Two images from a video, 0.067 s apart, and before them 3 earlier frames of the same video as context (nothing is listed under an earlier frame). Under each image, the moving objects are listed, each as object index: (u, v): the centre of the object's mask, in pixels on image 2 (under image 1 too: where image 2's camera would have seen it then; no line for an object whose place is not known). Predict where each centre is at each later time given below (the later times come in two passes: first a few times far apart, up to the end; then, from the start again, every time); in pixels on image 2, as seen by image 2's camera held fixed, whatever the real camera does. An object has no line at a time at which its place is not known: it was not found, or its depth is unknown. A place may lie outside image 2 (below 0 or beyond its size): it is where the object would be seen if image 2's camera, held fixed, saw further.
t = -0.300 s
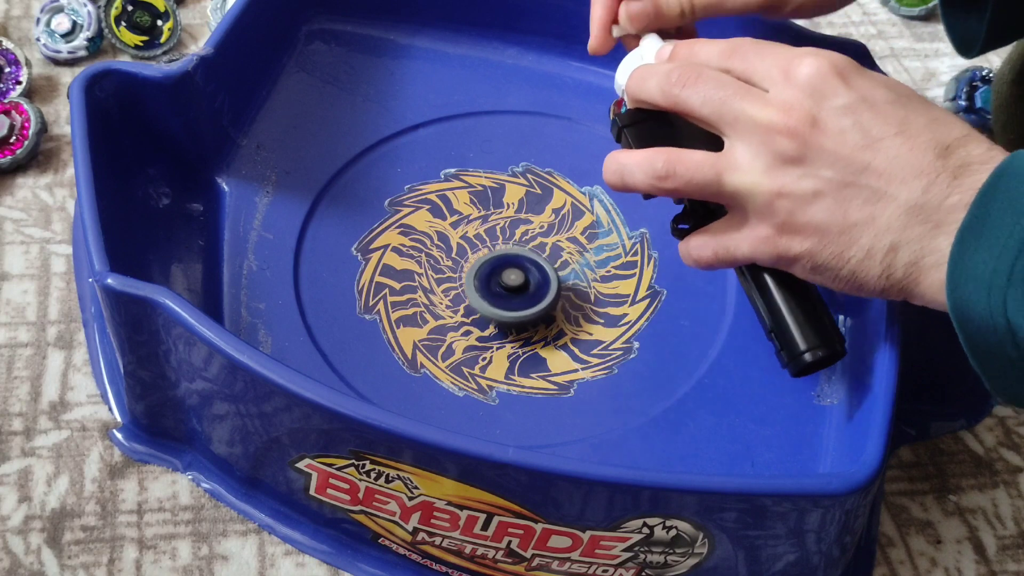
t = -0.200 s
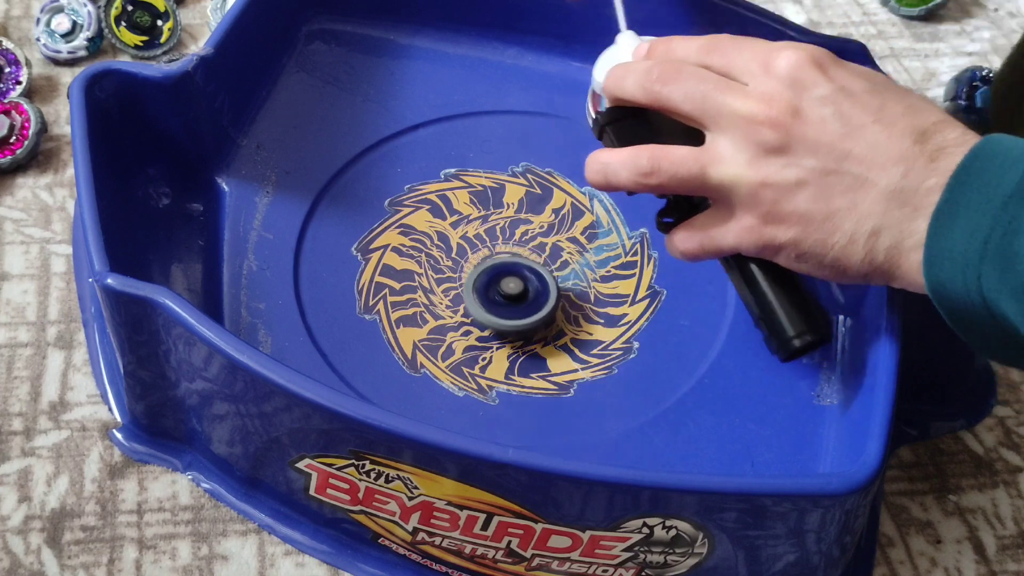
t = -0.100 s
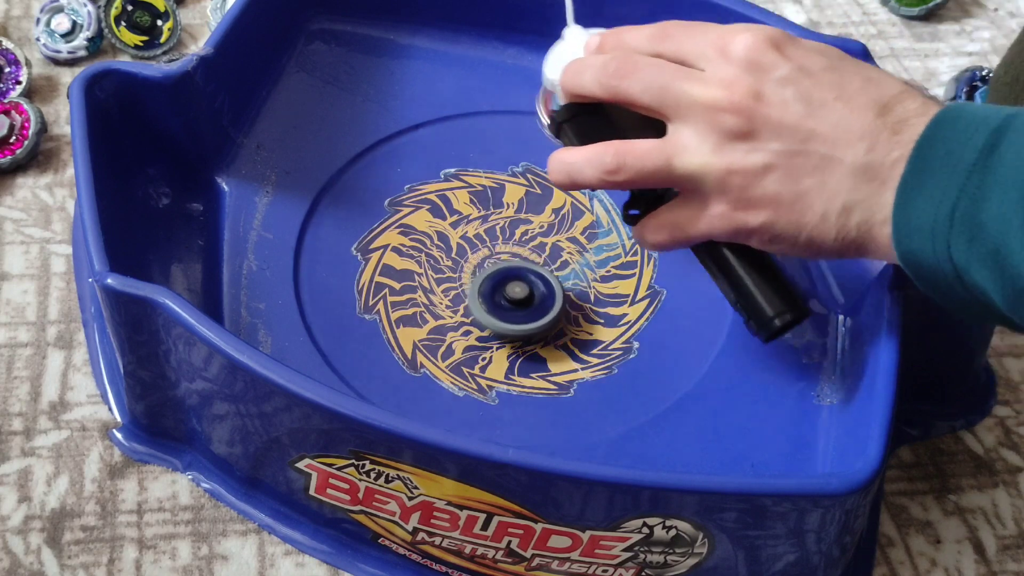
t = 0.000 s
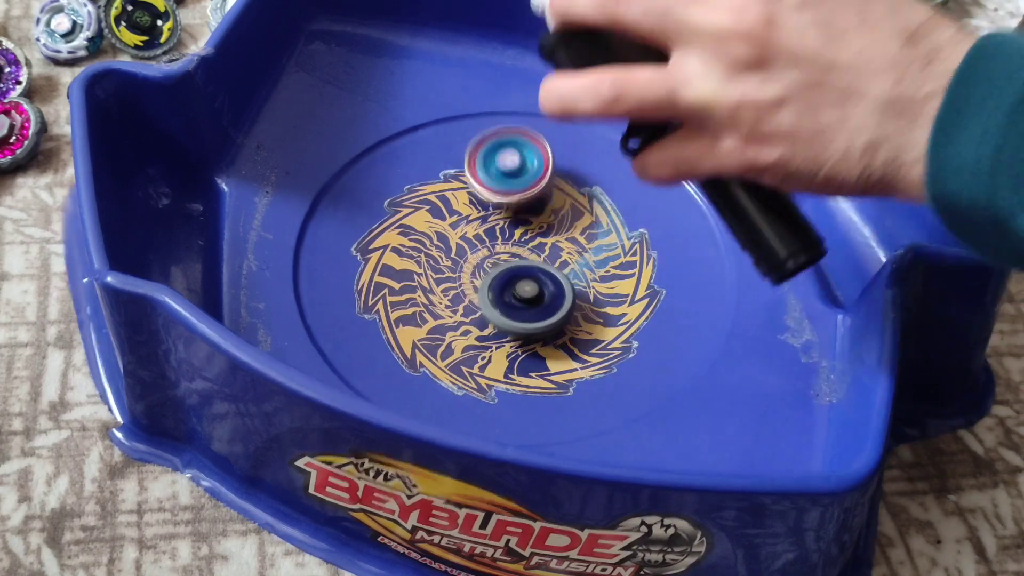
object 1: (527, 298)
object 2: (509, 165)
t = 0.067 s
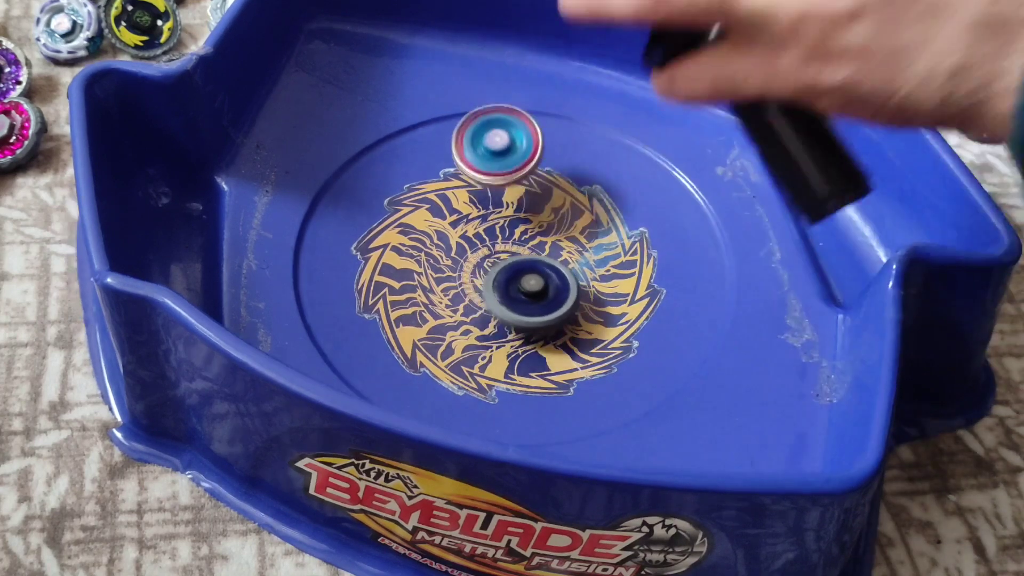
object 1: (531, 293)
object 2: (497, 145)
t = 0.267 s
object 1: (506, 319)
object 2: (514, 177)
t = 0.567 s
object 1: (621, 421)
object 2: (560, 151)
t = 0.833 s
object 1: (683, 296)
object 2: (599, 174)
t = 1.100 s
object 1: (645, 355)
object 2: (497, 94)
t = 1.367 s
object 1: (597, 307)
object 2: (396, 203)
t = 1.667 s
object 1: (701, 298)
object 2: (312, 307)
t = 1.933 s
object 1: (628, 180)
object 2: (410, 378)
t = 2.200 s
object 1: (430, 204)
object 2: (521, 365)
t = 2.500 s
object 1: (406, 373)
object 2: (547, 294)
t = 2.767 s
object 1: (592, 367)
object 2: (530, 251)
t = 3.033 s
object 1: (643, 264)
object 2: (478, 200)
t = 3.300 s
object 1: (592, 187)
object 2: (448, 186)
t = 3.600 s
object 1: (555, 198)
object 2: (390, 209)
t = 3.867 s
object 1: (532, 236)
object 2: (434, 262)
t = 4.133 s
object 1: (611, 215)
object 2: (454, 286)
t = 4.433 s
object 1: (575, 206)
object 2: (508, 282)
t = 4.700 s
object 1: (578, 143)
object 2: (486, 338)
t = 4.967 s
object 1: (482, 181)
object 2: (525, 333)
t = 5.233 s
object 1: (449, 236)
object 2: (574, 343)
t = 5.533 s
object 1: (428, 299)
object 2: (595, 305)
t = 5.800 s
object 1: (507, 350)
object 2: (567, 252)
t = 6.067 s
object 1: (583, 308)
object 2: (535, 239)
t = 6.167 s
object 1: (600, 297)
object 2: (509, 216)
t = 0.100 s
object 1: (531, 289)
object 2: (491, 158)
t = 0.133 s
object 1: (529, 284)
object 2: (487, 174)
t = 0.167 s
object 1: (526, 279)
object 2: (491, 175)
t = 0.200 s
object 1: (522, 277)
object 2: (497, 190)
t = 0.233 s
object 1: (515, 276)
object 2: (505, 197)
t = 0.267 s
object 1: (506, 319)
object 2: (514, 177)
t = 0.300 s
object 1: (500, 359)
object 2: (523, 160)
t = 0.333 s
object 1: (499, 391)
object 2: (531, 149)
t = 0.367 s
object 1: (507, 409)
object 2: (538, 144)
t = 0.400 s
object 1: (520, 413)
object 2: (545, 143)
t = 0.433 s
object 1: (533, 417)
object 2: (550, 144)
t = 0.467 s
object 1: (553, 419)
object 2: (556, 146)
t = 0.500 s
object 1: (574, 422)
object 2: (559, 147)
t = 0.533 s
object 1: (597, 423)
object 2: (559, 148)
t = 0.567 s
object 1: (621, 421)
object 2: (560, 151)
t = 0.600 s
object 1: (642, 414)
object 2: (564, 155)
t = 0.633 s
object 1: (661, 403)
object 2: (570, 158)
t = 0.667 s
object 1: (675, 389)
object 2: (577, 162)
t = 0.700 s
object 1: (683, 374)
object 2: (587, 164)
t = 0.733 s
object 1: (688, 359)
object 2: (592, 167)
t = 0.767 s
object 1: (690, 339)
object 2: (596, 170)
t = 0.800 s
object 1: (689, 317)
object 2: (599, 172)
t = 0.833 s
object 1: (683, 296)
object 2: (599, 174)
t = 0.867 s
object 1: (674, 277)
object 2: (599, 176)
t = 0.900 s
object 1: (659, 258)
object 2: (598, 179)
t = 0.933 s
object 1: (650, 256)
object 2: (593, 173)
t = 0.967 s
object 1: (657, 289)
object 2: (573, 143)
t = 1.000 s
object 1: (659, 315)
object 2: (555, 119)
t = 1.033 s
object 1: (657, 335)
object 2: (538, 102)
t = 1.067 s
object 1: (651, 348)
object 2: (519, 94)
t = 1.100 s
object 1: (645, 355)
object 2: (497, 94)
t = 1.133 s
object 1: (638, 356)
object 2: (479, 100)
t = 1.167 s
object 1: (633, 352)
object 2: (461, 109)
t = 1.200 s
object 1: (630, 345)
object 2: (443, 121)
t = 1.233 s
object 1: (628, 336)
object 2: (428, 135)
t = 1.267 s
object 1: (623, 329)
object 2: (415, 151)
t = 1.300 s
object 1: (616, 322)
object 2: (406, 168)
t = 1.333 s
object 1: (607, 315)
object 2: (400, 185)
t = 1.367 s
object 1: (597, 307)
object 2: (396, 203)
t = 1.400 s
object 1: (584, 301)
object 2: (398, 223)
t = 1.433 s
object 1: (569, 295)
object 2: (401, 241)
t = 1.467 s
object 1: (553, 292)
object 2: (407, 259)
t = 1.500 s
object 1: (536, 292)
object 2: (415, 277)
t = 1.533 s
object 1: (532, 294)
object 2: (418, 291)
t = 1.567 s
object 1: (586, 302)
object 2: (373, 292)
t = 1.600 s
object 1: (635, 304)
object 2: (340, 296)
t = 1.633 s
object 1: (675, 304)
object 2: (320, 301)
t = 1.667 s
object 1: (701, 298)
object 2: (312, 307)
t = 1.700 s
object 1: (718, 288)
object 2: (318, 316)
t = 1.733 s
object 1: (724, 275)
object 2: (331, 325)
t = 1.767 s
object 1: (721, 258)
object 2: (344, 336)
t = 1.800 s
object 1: (712, 239)
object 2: (356, 347)
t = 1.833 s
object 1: (696, 221)
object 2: (370, 358)
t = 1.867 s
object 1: (676, 204)
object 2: (383, 366)
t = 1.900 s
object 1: (653, 190)
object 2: (396, 373)
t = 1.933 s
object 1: (628, 180)
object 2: (410, 378)
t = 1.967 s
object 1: (602, 172)
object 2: (426, 382)
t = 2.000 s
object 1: (577, 168)
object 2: (441, 384)
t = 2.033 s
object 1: (551, 167)
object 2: (456, 384)
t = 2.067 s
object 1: (525, 169)
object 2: (472, 384)
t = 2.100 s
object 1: (499, 173)
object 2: (485, 380)
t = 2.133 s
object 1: (474, 182)
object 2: (499, 376)
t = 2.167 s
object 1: (451, 191)
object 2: (510, 371)
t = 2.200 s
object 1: (430, 204)
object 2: (521, 365)
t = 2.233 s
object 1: (411, 218)
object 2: (527, 358)
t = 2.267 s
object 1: (395, 236)
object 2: (534, 349)
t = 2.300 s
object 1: (383, 254)
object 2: (539, 341)
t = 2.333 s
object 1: (375, 274)
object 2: (544, 333)
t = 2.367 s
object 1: (370, 294)
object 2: (547, 324)
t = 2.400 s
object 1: (371, 316)
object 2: (548, 315)
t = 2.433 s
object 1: (376, 336)
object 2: (549, 307)
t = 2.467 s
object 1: (388, 357)
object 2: (549, 301)
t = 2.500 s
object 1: (406, 373)
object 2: (547, 294)
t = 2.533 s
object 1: (428, 385)
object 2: (546, 287)
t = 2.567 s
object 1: (454, 394)
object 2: (544, 281)
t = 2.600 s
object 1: (478, 399)
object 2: (541, 274)
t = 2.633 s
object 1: (504, 402)
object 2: (539, 269)
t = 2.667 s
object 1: (529, 399)
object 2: (537, 265)
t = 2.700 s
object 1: (553, 391)
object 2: (534, 260)
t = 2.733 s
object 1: (576, 381)
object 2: (532, 256)
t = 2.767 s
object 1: (592, 367)
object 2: (530, 251)
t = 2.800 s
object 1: (603, 351)
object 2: (527, 248)
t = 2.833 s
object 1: (607, 332)
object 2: (525, 244)
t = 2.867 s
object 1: (608, 314)
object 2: (524, 241)
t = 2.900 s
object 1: (606, 295)
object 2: (521, 236)
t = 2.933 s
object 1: (599, 278)
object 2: (518, 232)
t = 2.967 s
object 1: (614, 271)
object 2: (504, 221)
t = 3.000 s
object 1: (630, 269)
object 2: (488, 209)
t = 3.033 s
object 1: (643, 264)
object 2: (478, 200)
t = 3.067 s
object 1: (651, 257)
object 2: (470, 195)
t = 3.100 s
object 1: (651, 246)
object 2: (465, 193)
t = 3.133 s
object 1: (647, 233)
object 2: (461, 191)
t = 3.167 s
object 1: (641, 220)
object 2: (458, 189)
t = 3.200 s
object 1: (631, 209)
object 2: (455, 189)
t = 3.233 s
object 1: (621, 201)
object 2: (453, 188)
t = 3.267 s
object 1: (608, 193)
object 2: (450, 187)
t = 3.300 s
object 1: (592, 187)
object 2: (448, 186)
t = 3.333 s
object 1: (575, 183)
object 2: (446, 185)
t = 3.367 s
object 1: (557, 182)
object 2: (444, 185)
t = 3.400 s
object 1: (540, 183)
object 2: (443, 186)
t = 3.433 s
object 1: (542, 185)
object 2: (428, 187)
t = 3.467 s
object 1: (556, 188)
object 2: (408, 187)
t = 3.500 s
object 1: (563, 191)
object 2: (395, 190)
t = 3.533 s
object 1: (564, 195)
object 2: (389, 195)
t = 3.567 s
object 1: (560, 196)
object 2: (389, 202)
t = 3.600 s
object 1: (555, 198)
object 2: (390, 209)
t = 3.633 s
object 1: (549, 201)
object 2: (392, 217)
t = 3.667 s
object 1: (543, 204)
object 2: (397, 225)
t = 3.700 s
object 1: (537, 207)
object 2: (402, 232)
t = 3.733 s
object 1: (532, 211)
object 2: (408, 239)
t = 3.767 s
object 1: (528, 217)
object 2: (415, 245)
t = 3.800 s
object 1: (526, 224)
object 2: (423, 250)
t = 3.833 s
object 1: (524, 230)
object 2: (432, 256)
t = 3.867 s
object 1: (532, 236)
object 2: (434, 262)
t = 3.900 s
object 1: (559, 236)
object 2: (423, 269)
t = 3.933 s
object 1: (579, 236)
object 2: (419, 274)
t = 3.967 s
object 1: (590, 234)
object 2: (421, 276)
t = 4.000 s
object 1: (597, 231)
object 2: (425, 279)
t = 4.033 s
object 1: (602, 227)
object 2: (432, 281)
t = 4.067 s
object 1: (607, 224)
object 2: (439, 284)
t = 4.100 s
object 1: (610, 219)
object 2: (447, 285)
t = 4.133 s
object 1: (611, 215)
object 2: (454, 286)
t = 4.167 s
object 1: (612, 211)
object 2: (461, 287)
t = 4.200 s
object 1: (611, 208)
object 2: (467, 287)
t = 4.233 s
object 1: (609, 205)
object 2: (475, 287)
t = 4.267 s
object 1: (604, 202)
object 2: (481, 288)
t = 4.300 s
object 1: (598, 201)
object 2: (488, 287)
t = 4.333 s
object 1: (593, 201)
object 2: (493, 287)
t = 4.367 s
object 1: (588, 201)
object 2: (499, 285)
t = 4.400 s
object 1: (582, 203)
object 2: (504, 284)
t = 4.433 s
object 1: (575, 206)
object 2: (508, 282)
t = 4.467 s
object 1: (570, 210)
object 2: (513, 281)
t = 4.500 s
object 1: (563, 214)
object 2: (519, 280)
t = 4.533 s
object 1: (571, 205)
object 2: (509, 290)
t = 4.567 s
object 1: (587, 182)
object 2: (496, 310)
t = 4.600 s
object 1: (597, 166)
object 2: (485, 324)
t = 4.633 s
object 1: (597, 154)
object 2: (481, 333)
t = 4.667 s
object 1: (591, 148)
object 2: (482, 337)
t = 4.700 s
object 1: (578, 143)
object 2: (486, 338)
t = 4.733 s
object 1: (563, 140)
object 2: (492, 339)
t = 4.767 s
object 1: (548, 141)
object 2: (497, 339)
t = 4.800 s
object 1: (534, 143)
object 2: (502, 339)
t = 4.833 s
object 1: (522, 147)
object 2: (508, 339)
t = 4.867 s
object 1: (511, 153)
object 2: (513, 338)
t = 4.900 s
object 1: (501, 160)
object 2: (517, 336)
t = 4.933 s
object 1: (491, 171)
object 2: (521, 334)
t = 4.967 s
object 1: (482, 181)
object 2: (525, 333)
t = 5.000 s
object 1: (476, 194)
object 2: (529, 331)
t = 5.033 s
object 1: (473, 208)
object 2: (532, 329)
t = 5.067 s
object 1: (471, 221)
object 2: (535, 327)
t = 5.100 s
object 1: (471, 235)
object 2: (537, 324)
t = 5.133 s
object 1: (473, 249)
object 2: (539, 321)
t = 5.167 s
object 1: (475, 261)
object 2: (540, 317)
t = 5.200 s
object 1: (462, 248)
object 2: (559, 332)
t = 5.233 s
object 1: (449, 236)
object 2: (574, 343)
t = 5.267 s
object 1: (439, 229)
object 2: (583, 347)
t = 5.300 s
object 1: (431, 228)
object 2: (588, 347)
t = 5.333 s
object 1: (425, 234)
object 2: (596, 344)
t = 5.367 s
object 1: (420, 243)
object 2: (600, 338)
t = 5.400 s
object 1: (416, 254)
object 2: (601, 331)
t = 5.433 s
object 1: (416, 266)
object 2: (601, 325)
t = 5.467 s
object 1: (418, 277)
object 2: (600, 319)
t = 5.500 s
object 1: (422, 289)
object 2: (598, 313)
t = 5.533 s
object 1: (428, 299)
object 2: (595, 305)
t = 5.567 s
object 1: (437, 309)
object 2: (591, 299)
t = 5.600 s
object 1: (448, 317)
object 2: (586, 293)
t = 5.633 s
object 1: (460, 324)
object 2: (580, 286)
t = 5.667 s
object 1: (475, 329)
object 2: (574, 280)
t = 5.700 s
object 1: (489, 332)
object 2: (567, 276)
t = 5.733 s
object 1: (497, 338)
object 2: (565, 268)
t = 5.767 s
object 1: (498, 347)
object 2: (568, 258)
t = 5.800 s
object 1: (507, 350)
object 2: (567, 252)
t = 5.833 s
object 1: (521, 352)
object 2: (565, 249)
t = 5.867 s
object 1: (534, 350)
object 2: (561, 248)
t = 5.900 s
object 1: (547, 349)
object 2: (557, 246)
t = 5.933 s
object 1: (559, 342)
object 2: (553, 245)
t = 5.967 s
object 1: (568, 336)
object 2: (547, 243)
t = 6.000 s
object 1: (575, 328)
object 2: (544, 242)
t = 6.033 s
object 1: (580, 318)
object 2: (539, 241)
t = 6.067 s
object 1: (583, 308)
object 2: (535, 239)
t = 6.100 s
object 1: (593, 307)
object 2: (526, 231)
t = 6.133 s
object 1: (598, 304)
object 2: (516, 223)
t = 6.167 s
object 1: (600, 297)
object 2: (509, 216)
